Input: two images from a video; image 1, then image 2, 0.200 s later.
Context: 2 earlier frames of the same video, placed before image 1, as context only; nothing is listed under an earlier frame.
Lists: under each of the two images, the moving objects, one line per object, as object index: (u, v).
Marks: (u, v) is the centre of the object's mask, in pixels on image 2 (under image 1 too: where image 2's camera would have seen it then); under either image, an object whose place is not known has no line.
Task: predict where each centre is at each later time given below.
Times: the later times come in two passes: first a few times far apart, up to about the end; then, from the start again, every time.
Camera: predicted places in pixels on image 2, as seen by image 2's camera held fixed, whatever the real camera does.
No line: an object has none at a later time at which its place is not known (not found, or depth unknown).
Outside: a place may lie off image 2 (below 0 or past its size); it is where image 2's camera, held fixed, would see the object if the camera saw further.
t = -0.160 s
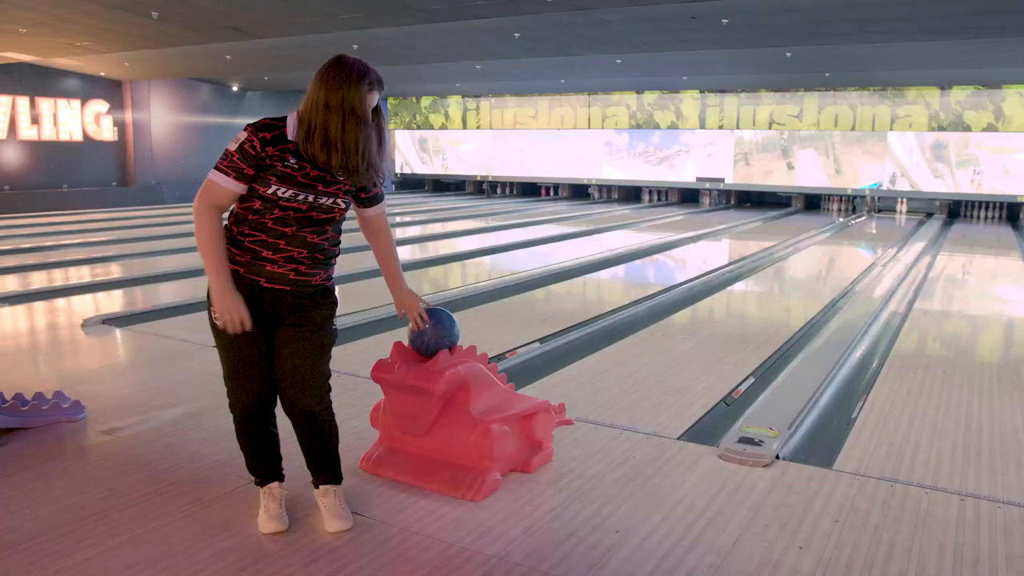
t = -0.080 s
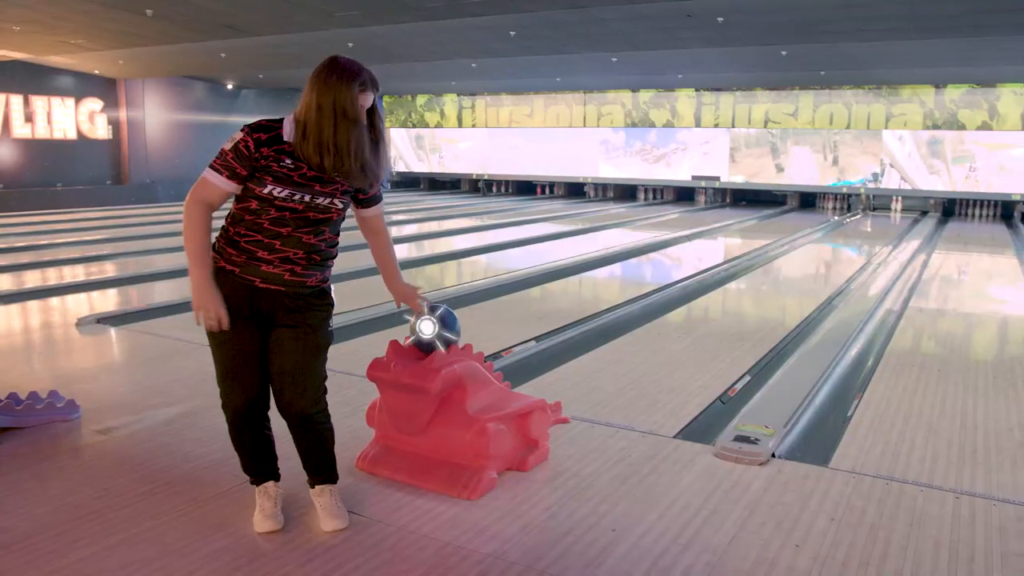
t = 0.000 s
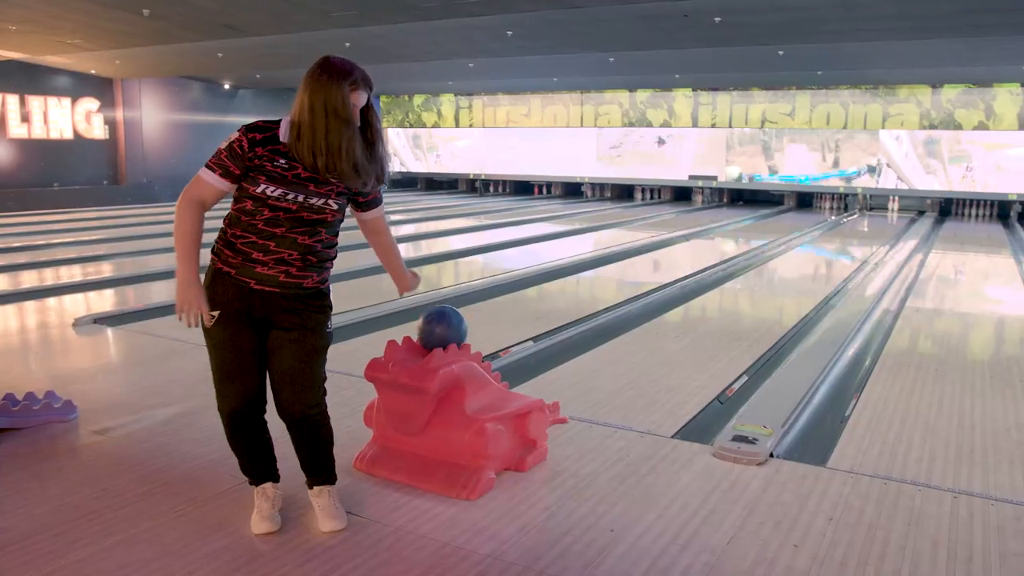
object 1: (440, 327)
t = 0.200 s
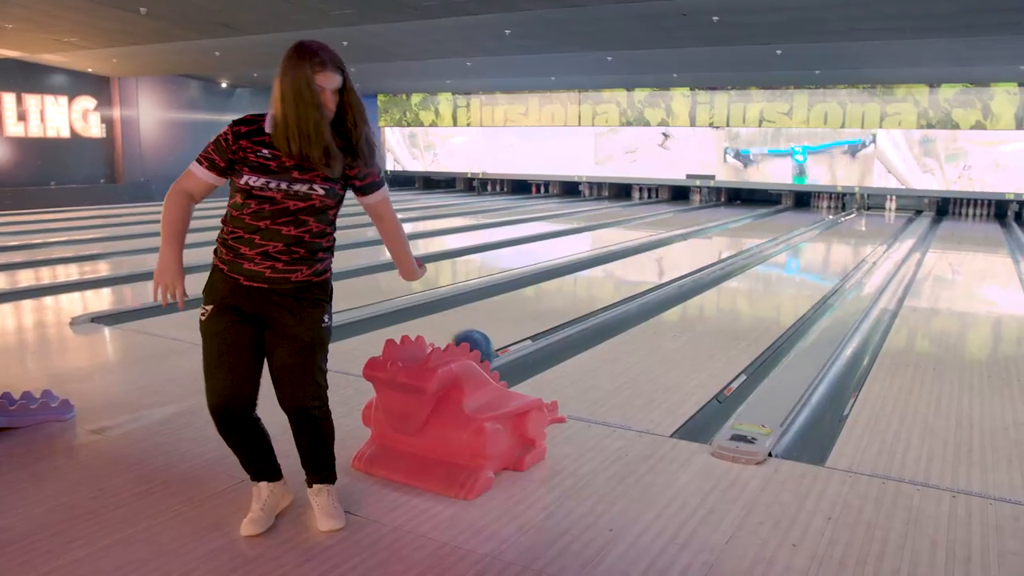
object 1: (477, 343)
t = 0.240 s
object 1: (486, 352)
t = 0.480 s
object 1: (530, 384)
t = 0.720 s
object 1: (579, 369)
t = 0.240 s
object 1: (486, 352)
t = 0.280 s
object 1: (494, 361)
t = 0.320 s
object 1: (503, 371)
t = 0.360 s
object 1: (509, 377)
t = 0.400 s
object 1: (515, 382)
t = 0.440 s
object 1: (522, 383)
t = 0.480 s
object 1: (530, 384)
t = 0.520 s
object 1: (539, 384)
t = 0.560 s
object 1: (547, 384)
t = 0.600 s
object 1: (555, 382)
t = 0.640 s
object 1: (564, 378)
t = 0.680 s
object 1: (572, 373)
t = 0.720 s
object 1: (579, 369)
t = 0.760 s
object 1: (587, 366)
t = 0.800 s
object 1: (593, 362)
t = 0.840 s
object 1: (600, 358)
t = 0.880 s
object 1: (606, 355)
